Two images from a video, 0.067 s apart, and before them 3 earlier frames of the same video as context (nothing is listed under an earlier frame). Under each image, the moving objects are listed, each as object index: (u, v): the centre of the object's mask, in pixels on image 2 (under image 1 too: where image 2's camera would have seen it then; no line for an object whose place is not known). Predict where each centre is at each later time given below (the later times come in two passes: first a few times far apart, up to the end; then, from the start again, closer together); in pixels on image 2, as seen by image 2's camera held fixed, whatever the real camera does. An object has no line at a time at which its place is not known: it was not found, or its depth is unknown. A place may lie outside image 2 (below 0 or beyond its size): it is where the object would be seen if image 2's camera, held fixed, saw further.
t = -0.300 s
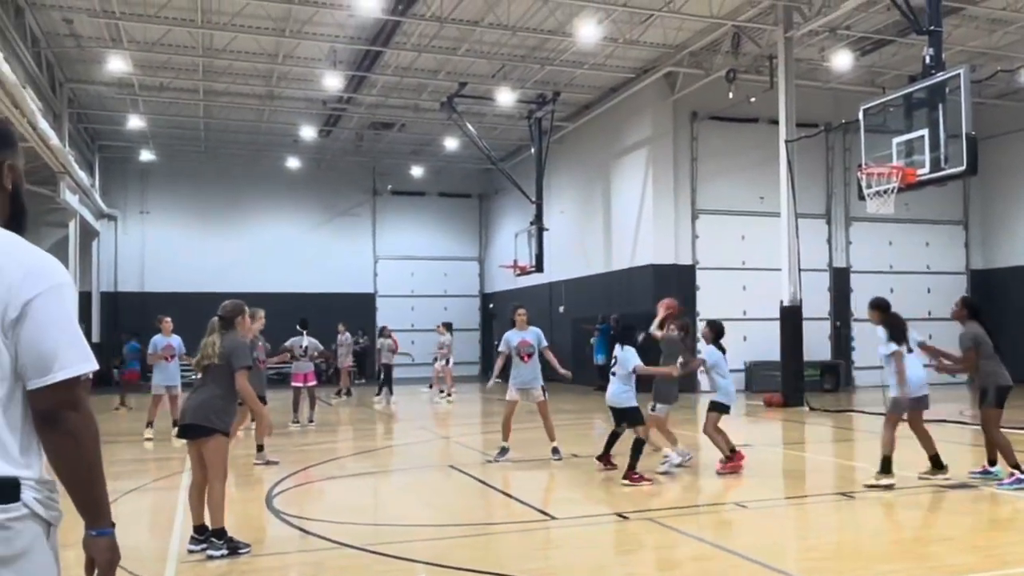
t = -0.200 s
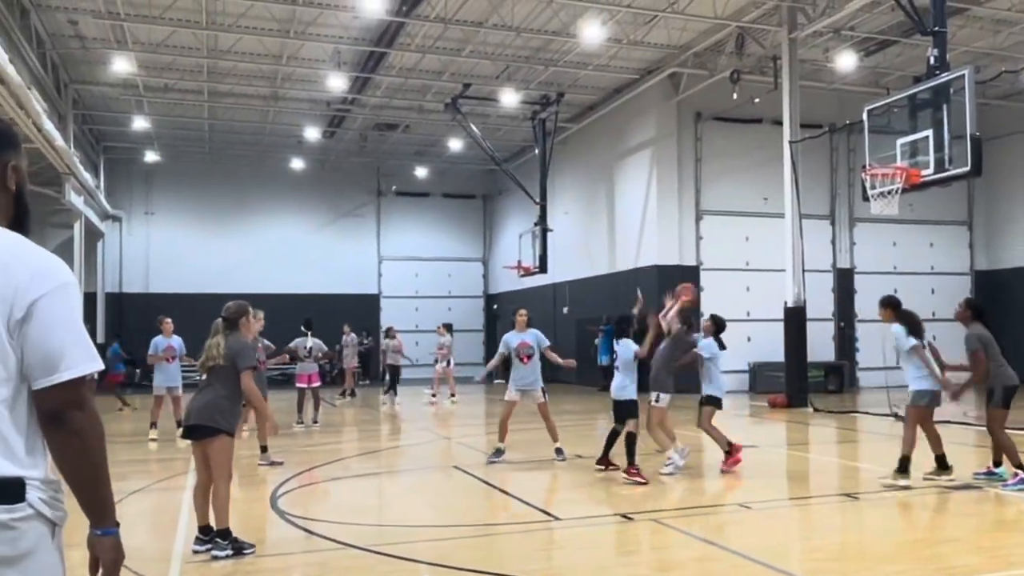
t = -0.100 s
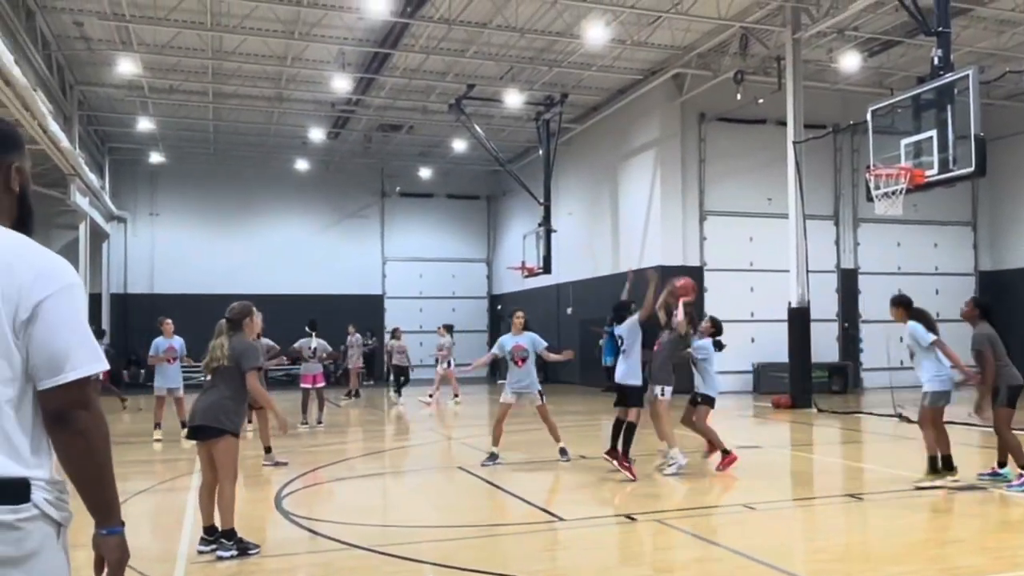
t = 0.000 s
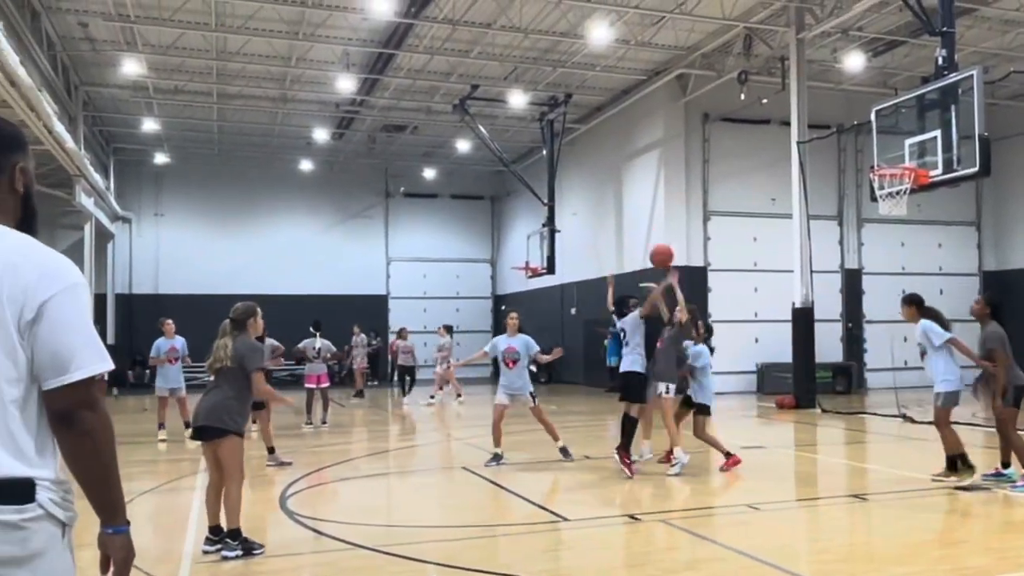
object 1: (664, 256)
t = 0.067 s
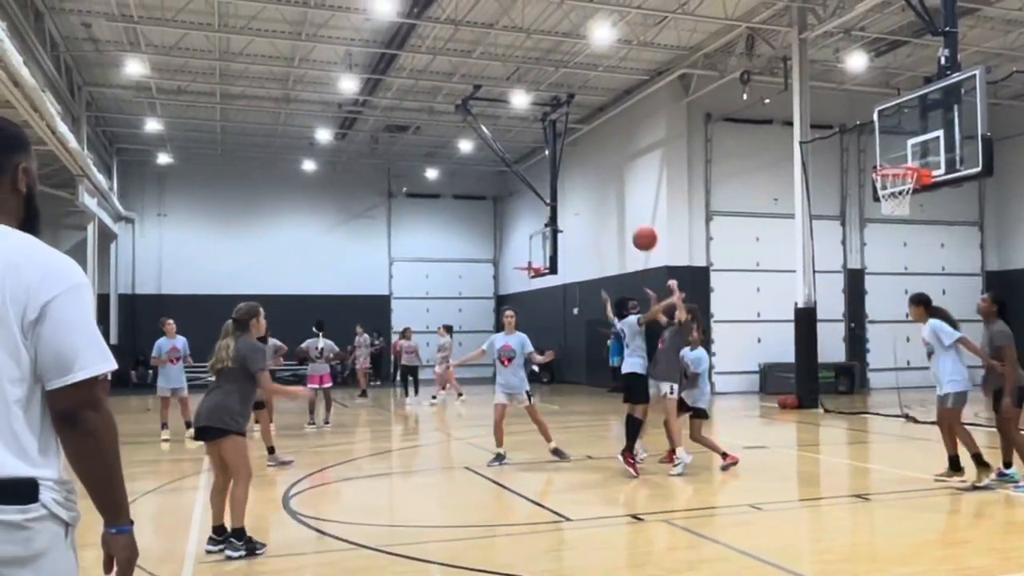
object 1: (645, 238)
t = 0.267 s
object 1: (585, 213)
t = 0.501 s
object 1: (509, 239)
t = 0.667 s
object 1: (451, 300)
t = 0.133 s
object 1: (625, 225)
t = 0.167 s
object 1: (615, 221)
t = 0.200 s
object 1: (605, 217)
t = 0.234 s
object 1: (595, 214)
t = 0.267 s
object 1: (585, 213)
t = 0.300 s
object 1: (575, 213)
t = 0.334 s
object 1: (564, 214)
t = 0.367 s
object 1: (553, 216)
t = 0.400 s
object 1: (543, 220)
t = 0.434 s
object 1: (532, 224)
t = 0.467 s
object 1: (521, 231)
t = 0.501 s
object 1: (509, 239)
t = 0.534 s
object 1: (498, 249)
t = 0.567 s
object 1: (487, 259)
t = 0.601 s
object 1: (475, 271)
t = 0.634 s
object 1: (463, 285)
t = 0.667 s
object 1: (451, 300)
